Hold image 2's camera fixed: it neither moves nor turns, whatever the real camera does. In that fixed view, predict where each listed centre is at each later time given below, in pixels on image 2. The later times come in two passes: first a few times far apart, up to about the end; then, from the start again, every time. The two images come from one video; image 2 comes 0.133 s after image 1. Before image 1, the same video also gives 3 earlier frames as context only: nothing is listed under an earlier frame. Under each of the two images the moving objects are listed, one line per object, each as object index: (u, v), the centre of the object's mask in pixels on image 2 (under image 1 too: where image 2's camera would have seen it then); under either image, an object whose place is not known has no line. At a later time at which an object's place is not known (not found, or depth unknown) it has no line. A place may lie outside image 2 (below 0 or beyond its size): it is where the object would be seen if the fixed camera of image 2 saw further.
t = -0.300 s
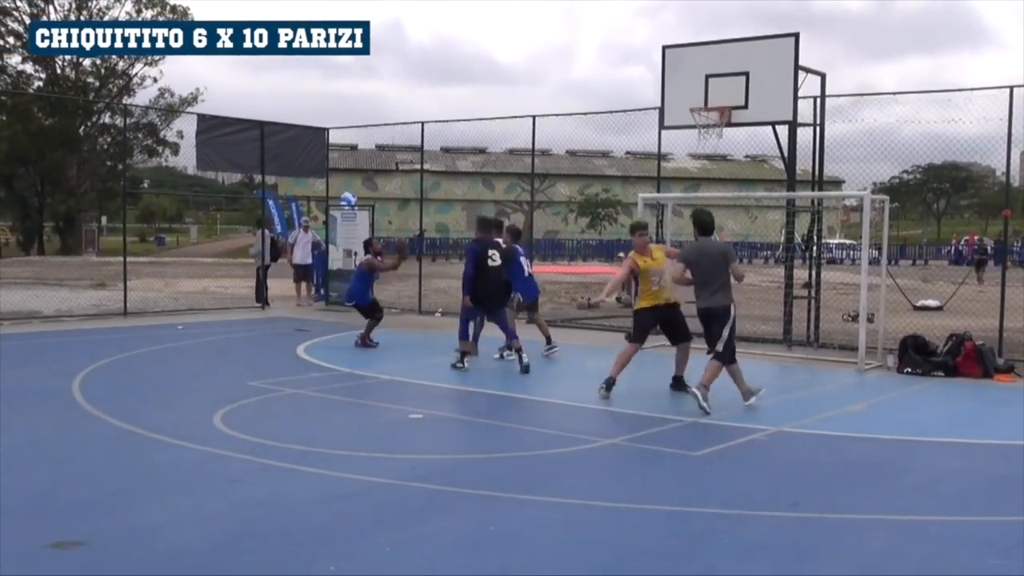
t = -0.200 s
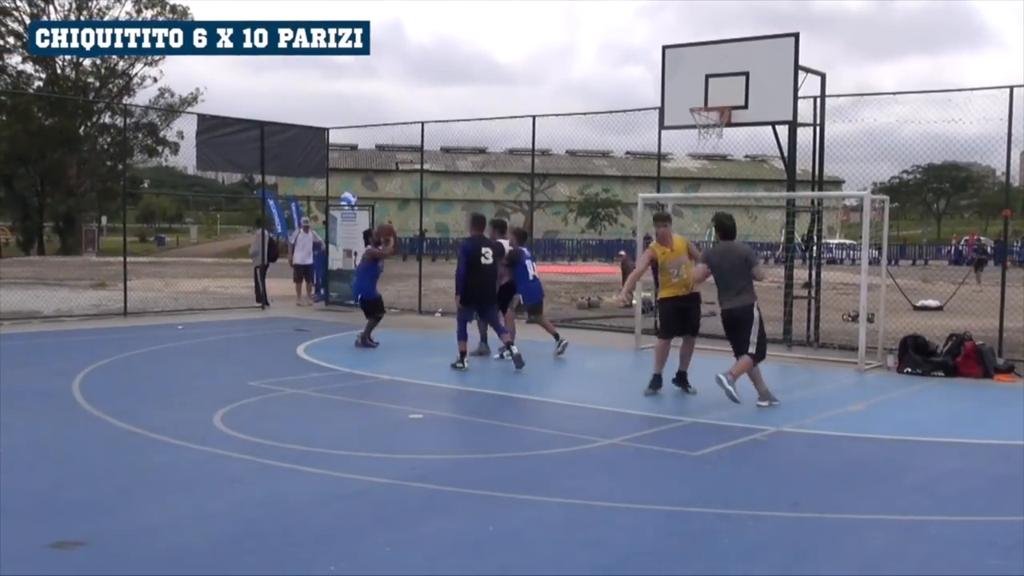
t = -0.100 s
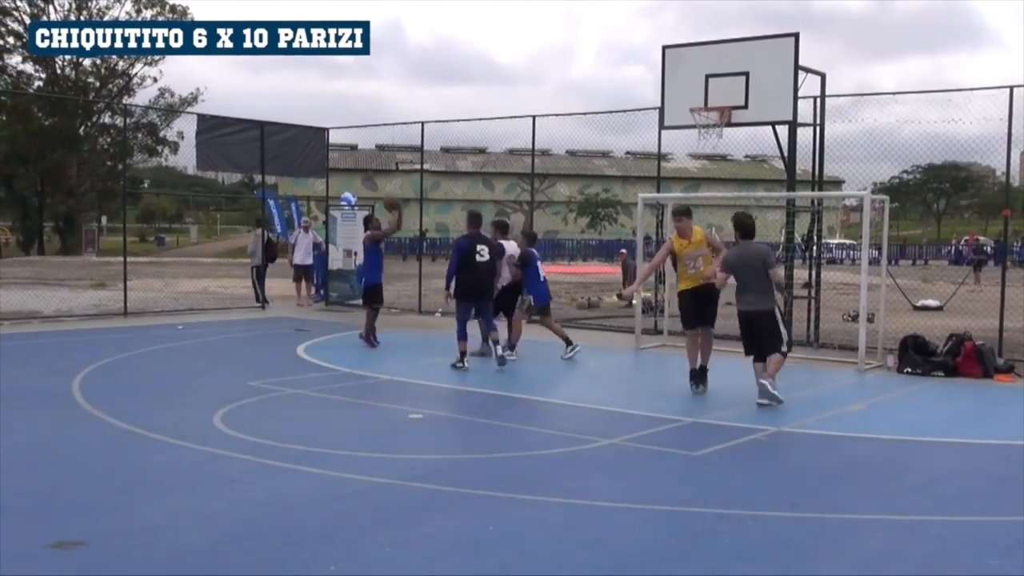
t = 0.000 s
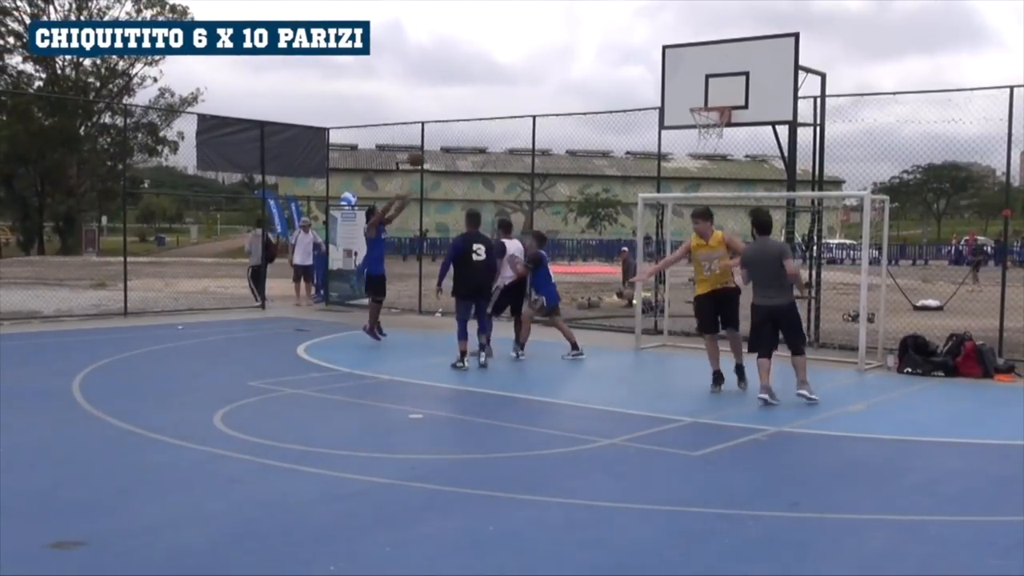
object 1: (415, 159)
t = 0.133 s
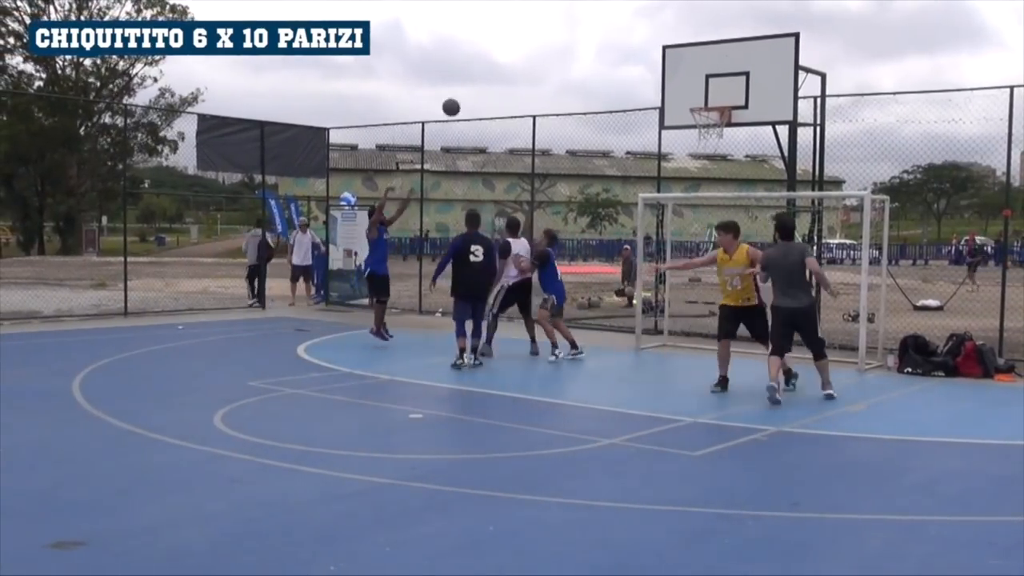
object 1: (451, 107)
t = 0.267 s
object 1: (486, 69)
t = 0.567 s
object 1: (567, 31)
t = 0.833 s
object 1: (639, 56)
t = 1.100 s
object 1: (667, 100)
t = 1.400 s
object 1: (602, 132)
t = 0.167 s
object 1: (460, 96)
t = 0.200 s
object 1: (468, 86)
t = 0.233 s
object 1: (477, 77)
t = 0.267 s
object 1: (486, 69)
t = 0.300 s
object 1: (495, 61)
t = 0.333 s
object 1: (504, 55)
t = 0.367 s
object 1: (513, 49)
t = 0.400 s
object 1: (522, 44)
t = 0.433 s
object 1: (531, 39)
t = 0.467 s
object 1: (540, 36)
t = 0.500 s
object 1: (549, 33)
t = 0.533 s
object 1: (558, 32)
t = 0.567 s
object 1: (567, 31)
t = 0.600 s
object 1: (576, 31)
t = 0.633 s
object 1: (585, 32)
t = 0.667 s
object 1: (594, 34)
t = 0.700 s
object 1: (603, 37)
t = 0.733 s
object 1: (612, 40)
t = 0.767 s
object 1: (621, 44)
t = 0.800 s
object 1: (630, 50)
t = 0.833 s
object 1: (639, 56)
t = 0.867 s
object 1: (647, 63)
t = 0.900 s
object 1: (657, 71)
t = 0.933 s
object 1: (665, 80)
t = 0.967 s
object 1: (674, 90)
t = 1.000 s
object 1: (683, 101)
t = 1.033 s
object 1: (681, 103)
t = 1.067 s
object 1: (674, 102)
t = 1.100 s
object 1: (667, 100)
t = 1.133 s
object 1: (659, 101)
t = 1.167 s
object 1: (652, 102)
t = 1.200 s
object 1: (645, 103)
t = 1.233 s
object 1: (638, 106)
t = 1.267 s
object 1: (631, 109)
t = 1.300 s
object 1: (624, 114)
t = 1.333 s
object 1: (616, 120)
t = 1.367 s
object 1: (609, 125)
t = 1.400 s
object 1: (602, 132)
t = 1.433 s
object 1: (596, 140)
